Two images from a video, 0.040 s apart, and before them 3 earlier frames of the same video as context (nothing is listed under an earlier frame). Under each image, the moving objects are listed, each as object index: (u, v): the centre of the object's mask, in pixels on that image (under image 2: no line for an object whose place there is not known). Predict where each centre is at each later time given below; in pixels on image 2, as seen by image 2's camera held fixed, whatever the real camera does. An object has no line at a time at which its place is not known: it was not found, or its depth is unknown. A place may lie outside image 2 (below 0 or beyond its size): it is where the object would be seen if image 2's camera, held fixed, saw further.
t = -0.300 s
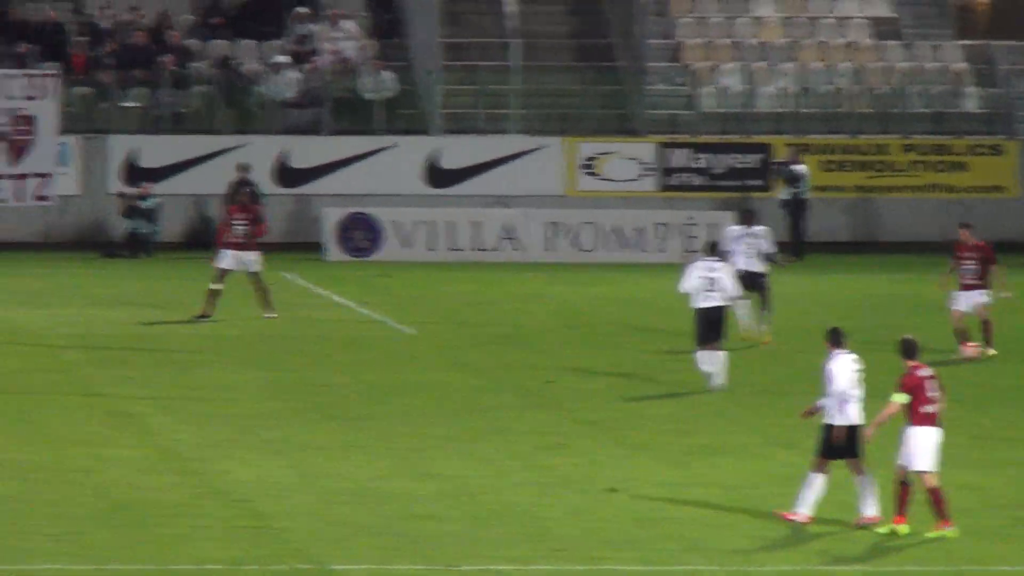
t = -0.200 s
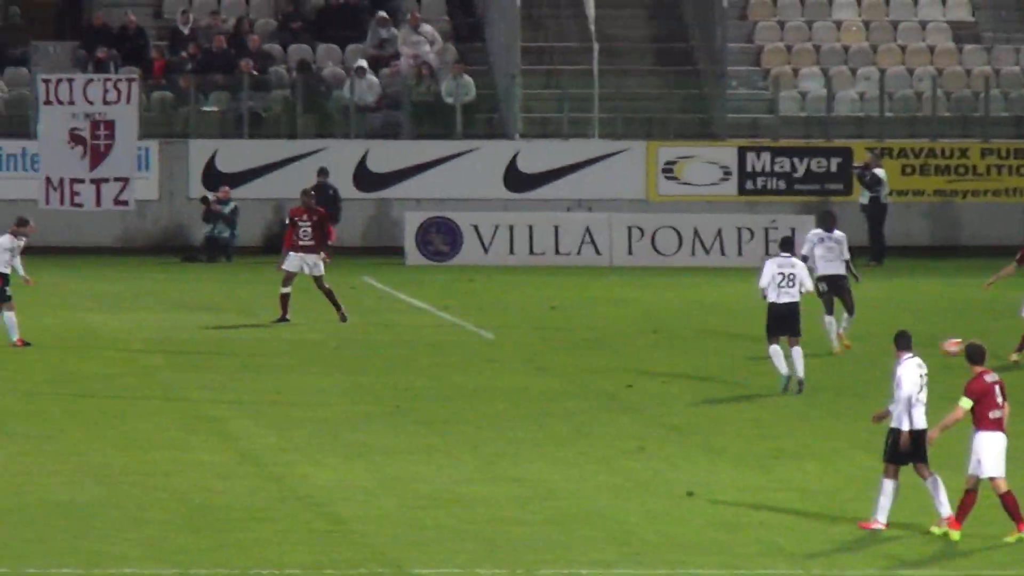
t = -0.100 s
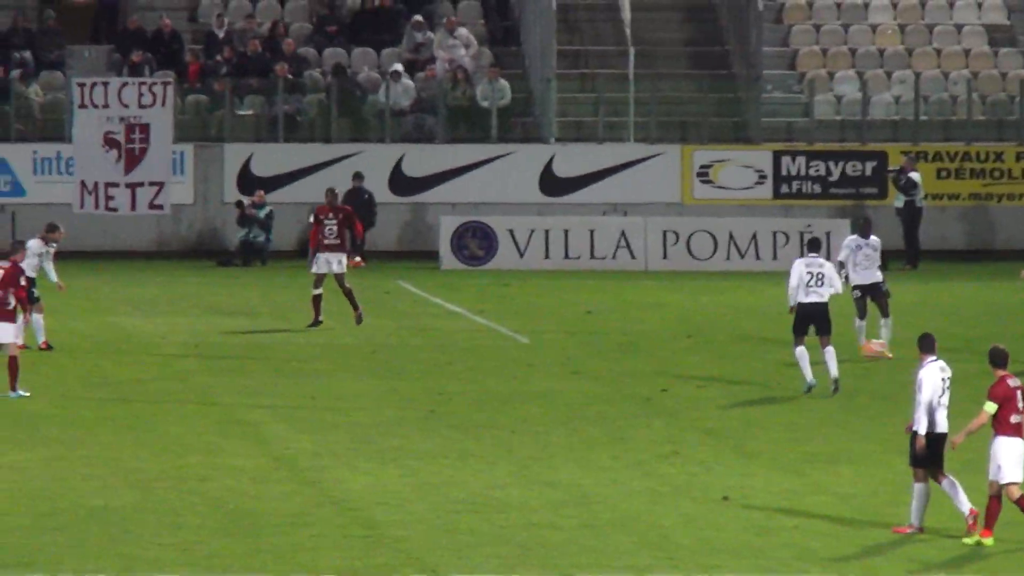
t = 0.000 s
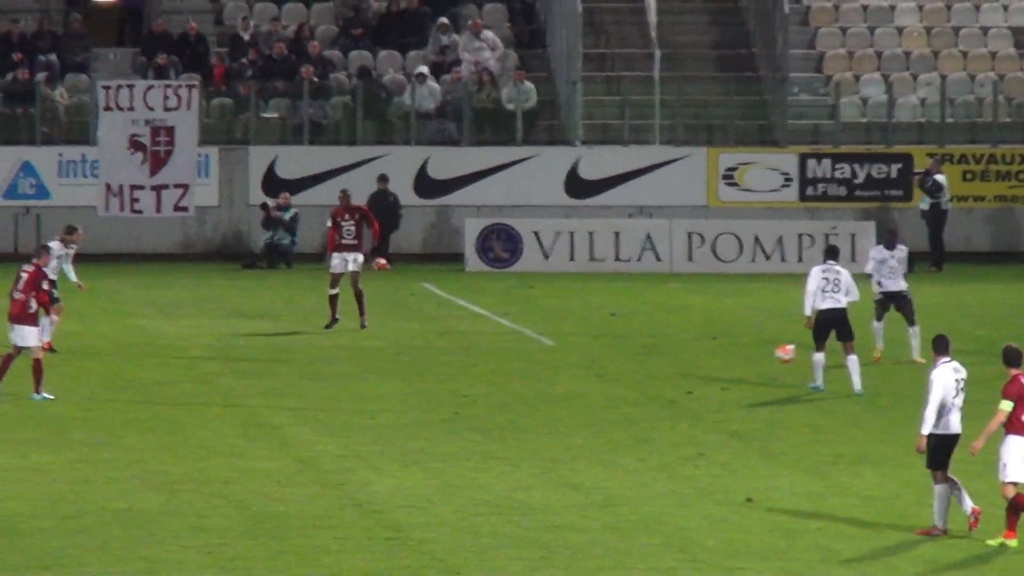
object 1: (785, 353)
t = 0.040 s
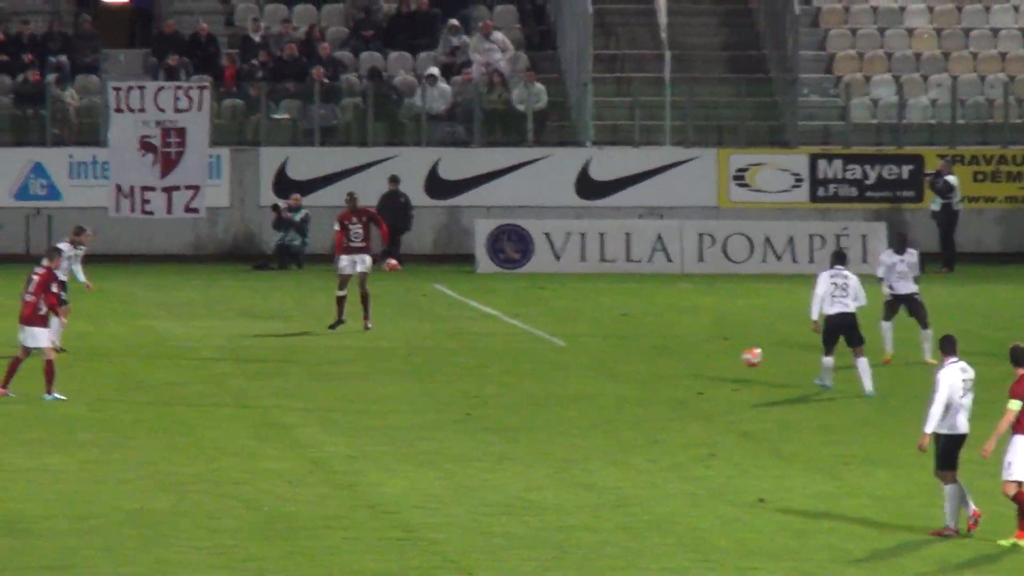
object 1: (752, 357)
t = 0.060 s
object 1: (729, 359)
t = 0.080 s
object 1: (707, 362)
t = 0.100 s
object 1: (686, 365)
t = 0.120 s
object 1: (664, 367)
